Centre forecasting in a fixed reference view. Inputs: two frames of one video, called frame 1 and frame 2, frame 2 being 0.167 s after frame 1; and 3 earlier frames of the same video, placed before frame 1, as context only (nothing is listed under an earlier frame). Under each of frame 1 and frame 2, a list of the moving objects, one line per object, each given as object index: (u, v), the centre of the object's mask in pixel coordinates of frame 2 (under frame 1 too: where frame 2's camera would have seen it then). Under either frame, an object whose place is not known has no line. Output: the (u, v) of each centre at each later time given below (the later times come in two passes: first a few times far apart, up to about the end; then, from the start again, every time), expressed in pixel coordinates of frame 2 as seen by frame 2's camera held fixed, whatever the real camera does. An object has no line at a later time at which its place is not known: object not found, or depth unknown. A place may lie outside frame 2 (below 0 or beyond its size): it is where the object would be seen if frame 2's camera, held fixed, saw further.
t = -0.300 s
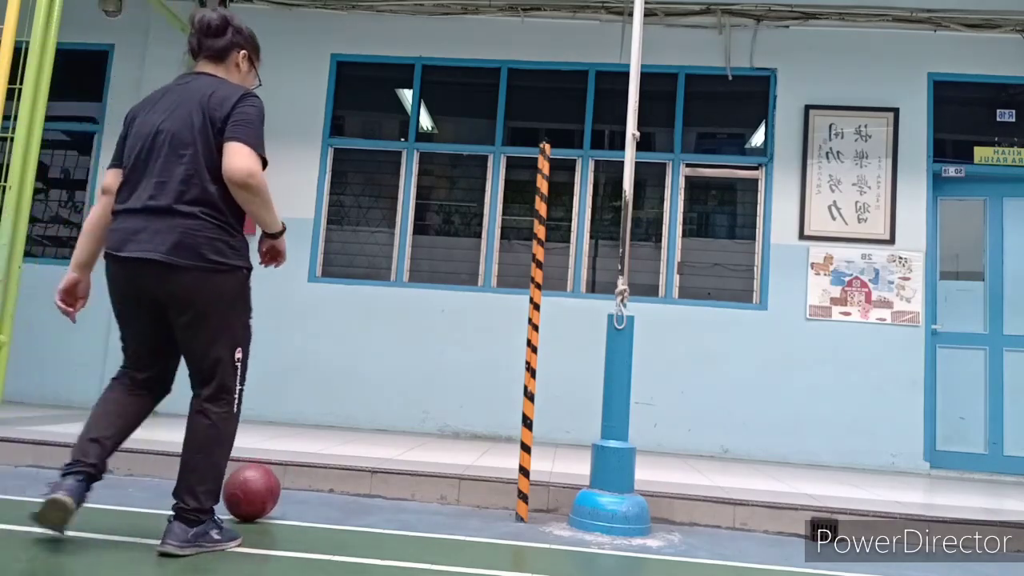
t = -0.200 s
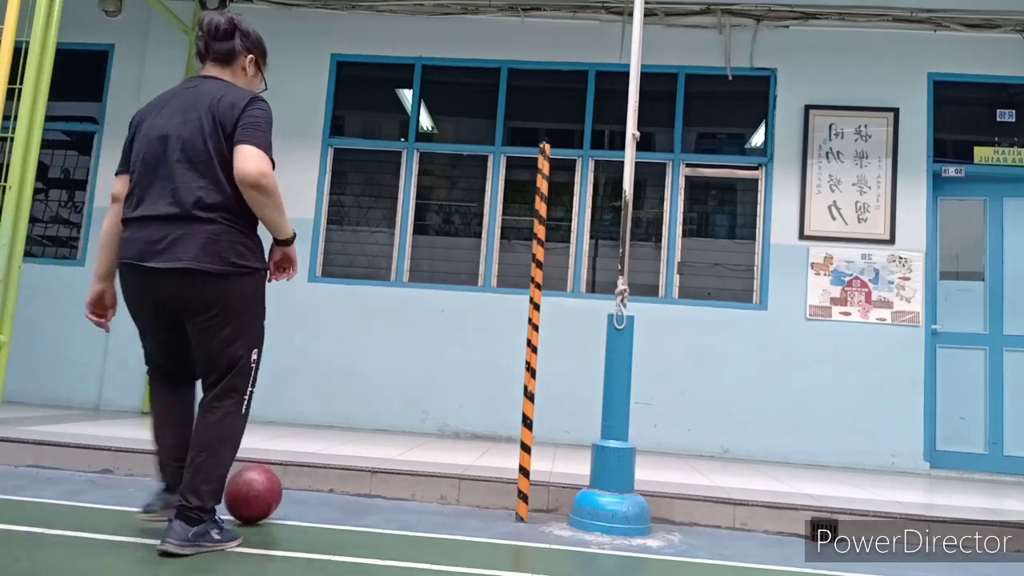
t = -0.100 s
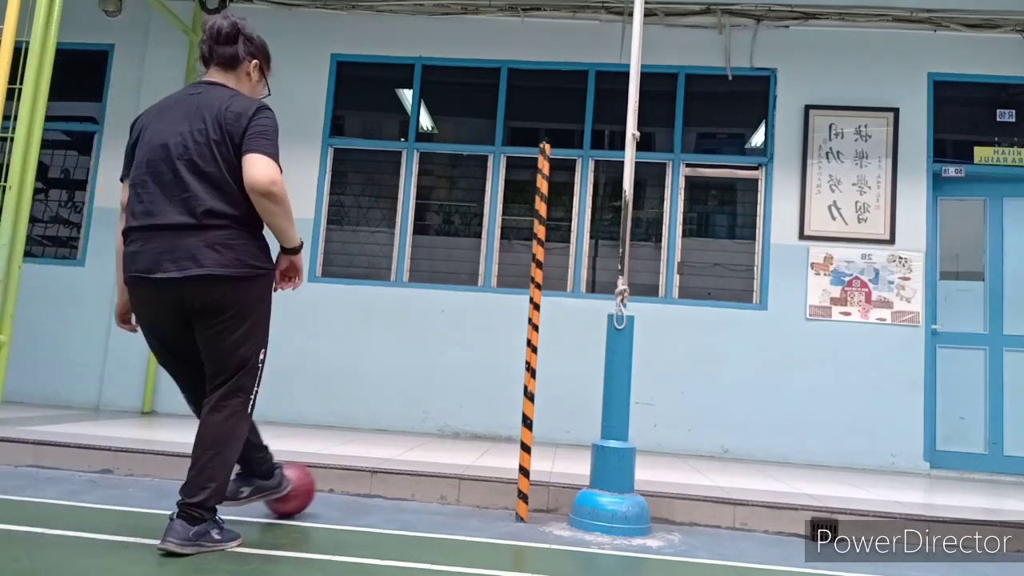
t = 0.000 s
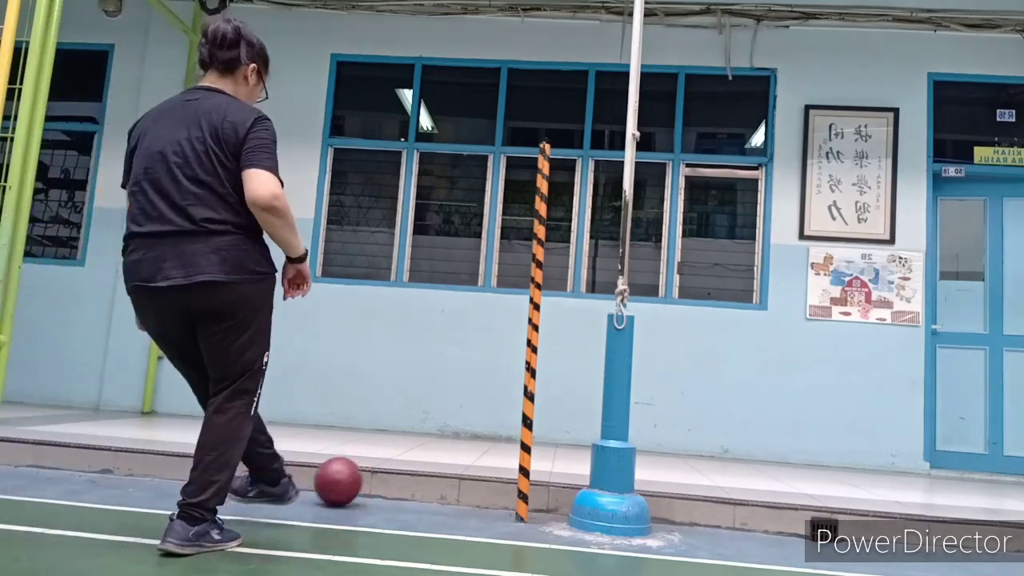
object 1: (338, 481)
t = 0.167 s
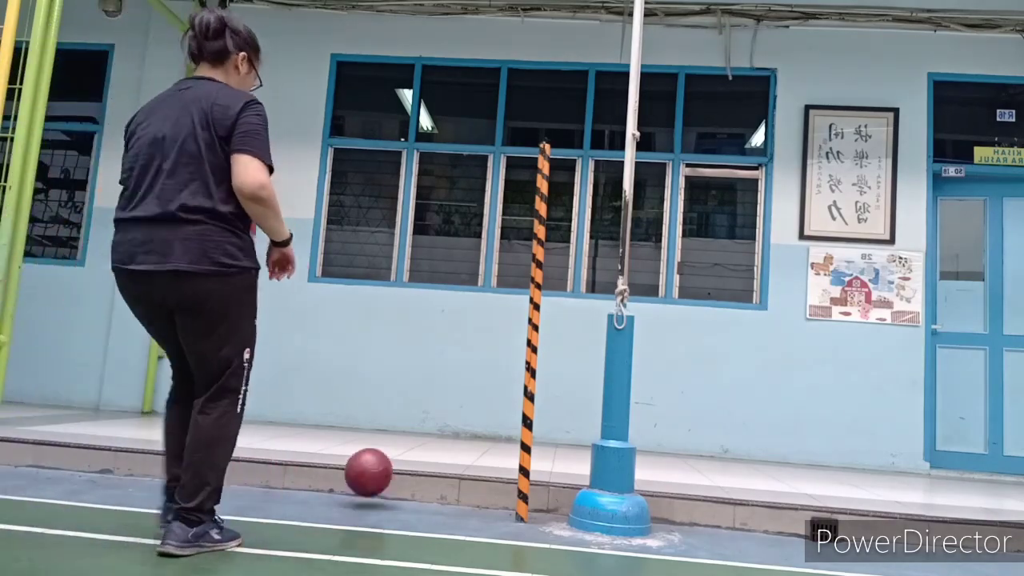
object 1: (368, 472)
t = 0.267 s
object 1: (374, 487)
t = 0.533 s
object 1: (396, 496)
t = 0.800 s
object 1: (419, 504)
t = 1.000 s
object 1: (435, 510)
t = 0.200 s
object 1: (370, 476)
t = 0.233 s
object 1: (371, 483)
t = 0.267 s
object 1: (374, 487)
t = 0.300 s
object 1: (377, 486)
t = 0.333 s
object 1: (379, 487)
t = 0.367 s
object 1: (382, 491)
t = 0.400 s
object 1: (385, 491)
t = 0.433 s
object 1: (387, 493)
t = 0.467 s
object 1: (390, 494)
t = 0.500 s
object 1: (393, 495)
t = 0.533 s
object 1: (396, 496)
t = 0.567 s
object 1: (398, 497)
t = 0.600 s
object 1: (401, 498)
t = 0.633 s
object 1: (404, 498)
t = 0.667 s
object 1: (407, 500)
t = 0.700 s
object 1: (410, 501)
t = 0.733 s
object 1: (413, 502)
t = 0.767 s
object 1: (416, 503)
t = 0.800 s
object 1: (419, 504)
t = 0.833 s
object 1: (421, 505)
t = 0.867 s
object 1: (424, 506)
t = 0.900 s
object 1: (427, 507)
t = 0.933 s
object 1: (430, 508)
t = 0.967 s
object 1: (432, 509)
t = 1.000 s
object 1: (435, 510)
